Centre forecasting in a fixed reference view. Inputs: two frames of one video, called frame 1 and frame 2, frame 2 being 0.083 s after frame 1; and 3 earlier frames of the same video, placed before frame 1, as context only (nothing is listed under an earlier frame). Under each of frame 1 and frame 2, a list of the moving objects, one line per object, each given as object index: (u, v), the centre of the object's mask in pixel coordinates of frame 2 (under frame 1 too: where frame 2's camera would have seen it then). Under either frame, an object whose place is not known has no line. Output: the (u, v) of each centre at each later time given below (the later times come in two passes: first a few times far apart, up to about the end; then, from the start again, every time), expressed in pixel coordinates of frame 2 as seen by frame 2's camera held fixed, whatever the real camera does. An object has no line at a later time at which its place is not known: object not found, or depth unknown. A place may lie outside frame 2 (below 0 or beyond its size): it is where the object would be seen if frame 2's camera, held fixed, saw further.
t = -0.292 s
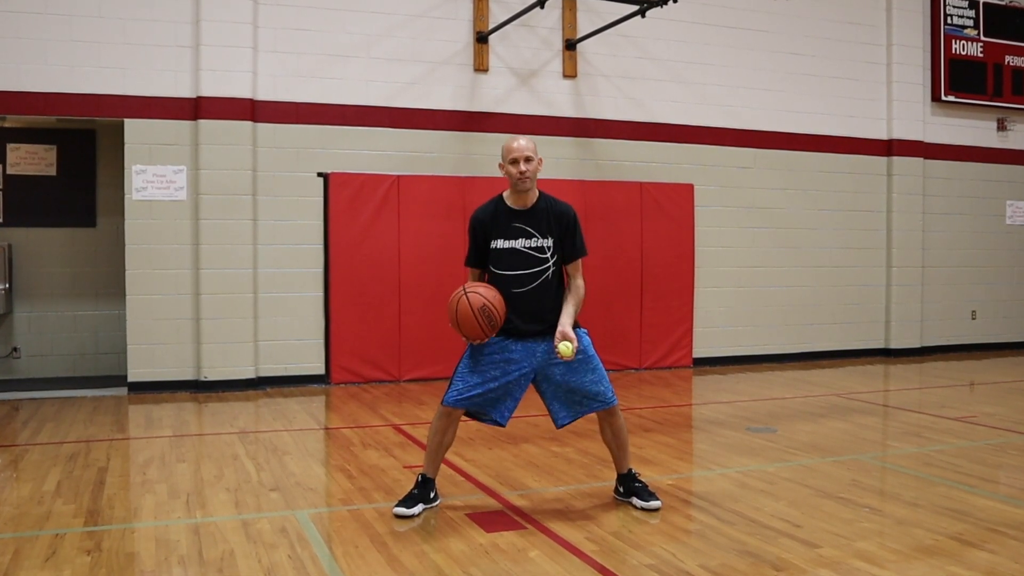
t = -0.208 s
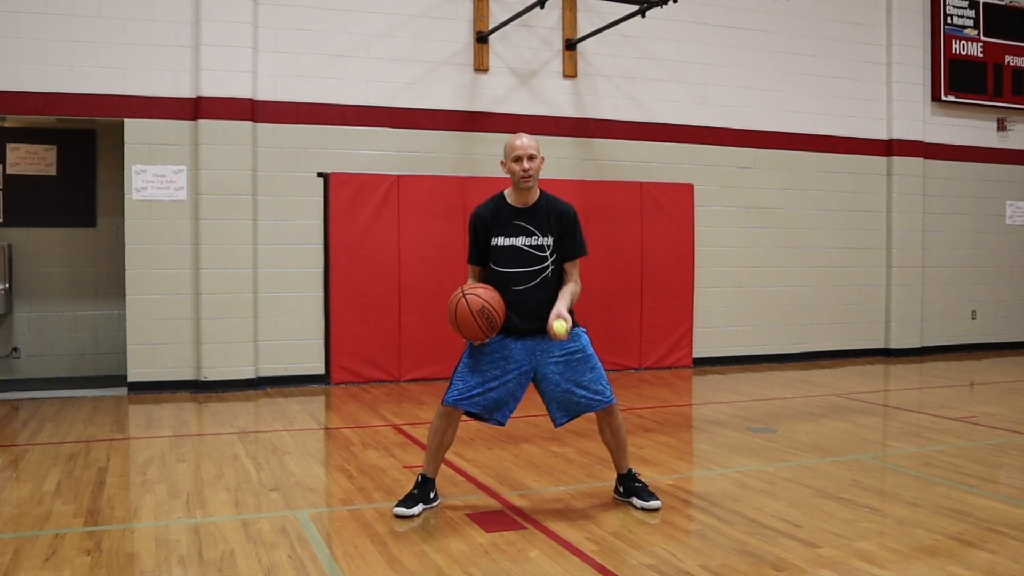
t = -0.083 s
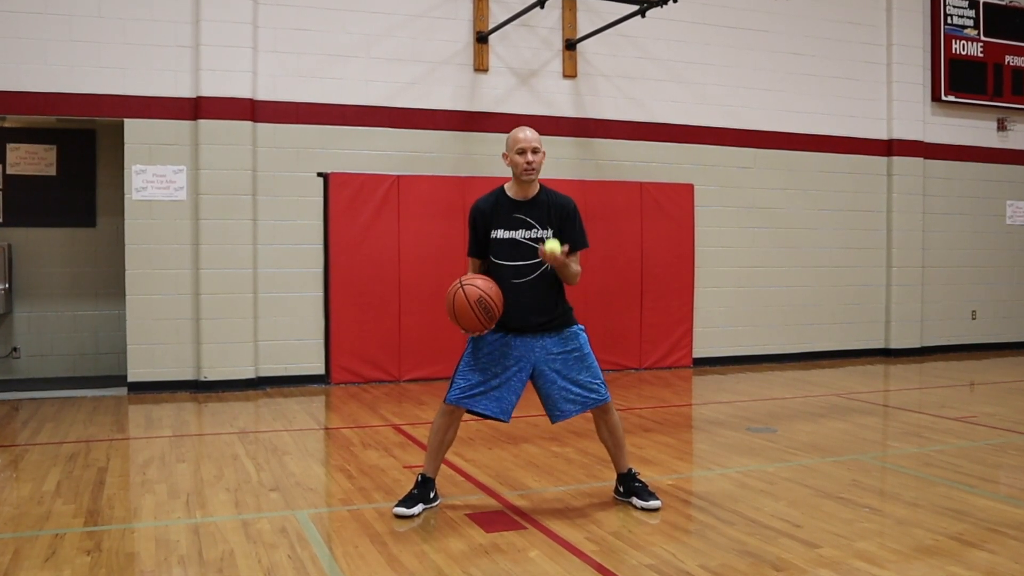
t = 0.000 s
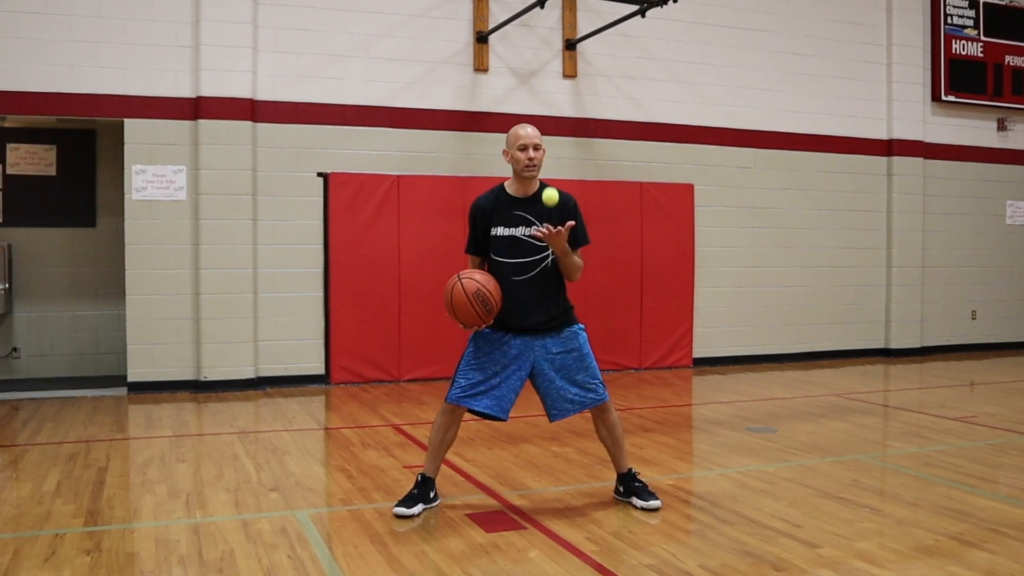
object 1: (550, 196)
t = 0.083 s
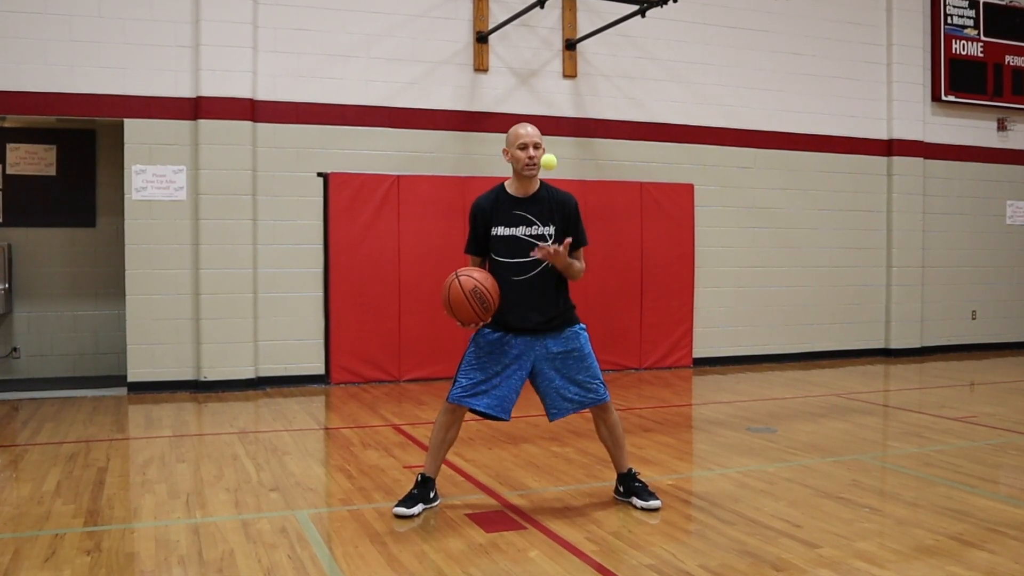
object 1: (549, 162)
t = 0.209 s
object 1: (546, 142)
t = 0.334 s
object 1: (543, 161)
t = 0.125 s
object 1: (548, 151)
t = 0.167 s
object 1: (547, 145)
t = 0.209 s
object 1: (546, 142)
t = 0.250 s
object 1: (545, 144)
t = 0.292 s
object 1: (544, 150)
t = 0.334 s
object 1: (543, 161)
